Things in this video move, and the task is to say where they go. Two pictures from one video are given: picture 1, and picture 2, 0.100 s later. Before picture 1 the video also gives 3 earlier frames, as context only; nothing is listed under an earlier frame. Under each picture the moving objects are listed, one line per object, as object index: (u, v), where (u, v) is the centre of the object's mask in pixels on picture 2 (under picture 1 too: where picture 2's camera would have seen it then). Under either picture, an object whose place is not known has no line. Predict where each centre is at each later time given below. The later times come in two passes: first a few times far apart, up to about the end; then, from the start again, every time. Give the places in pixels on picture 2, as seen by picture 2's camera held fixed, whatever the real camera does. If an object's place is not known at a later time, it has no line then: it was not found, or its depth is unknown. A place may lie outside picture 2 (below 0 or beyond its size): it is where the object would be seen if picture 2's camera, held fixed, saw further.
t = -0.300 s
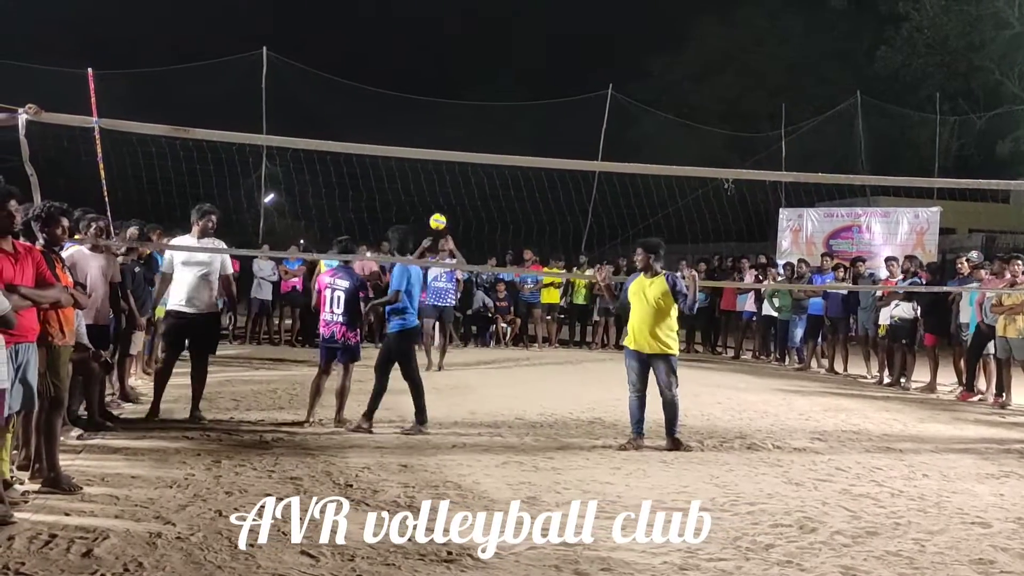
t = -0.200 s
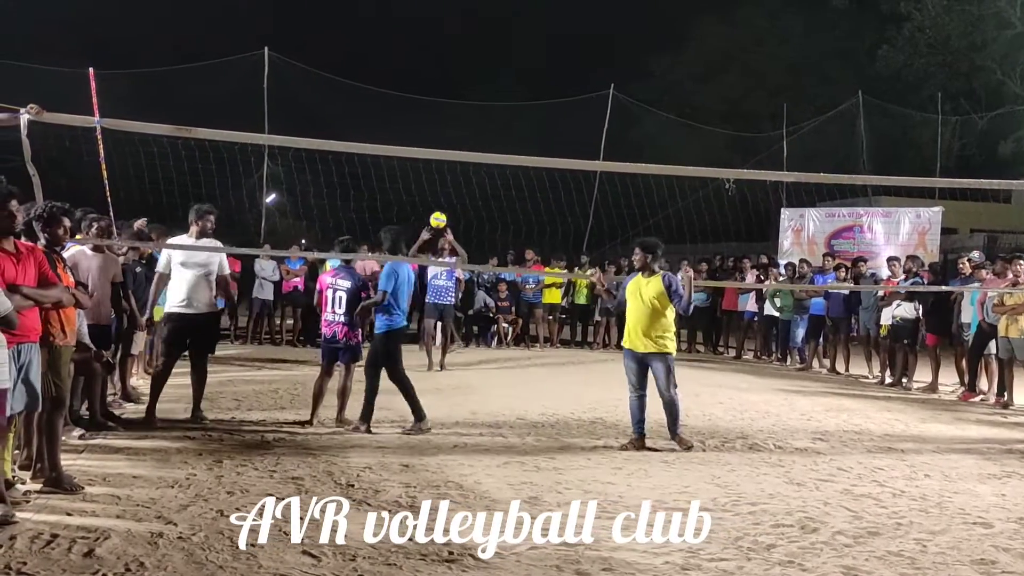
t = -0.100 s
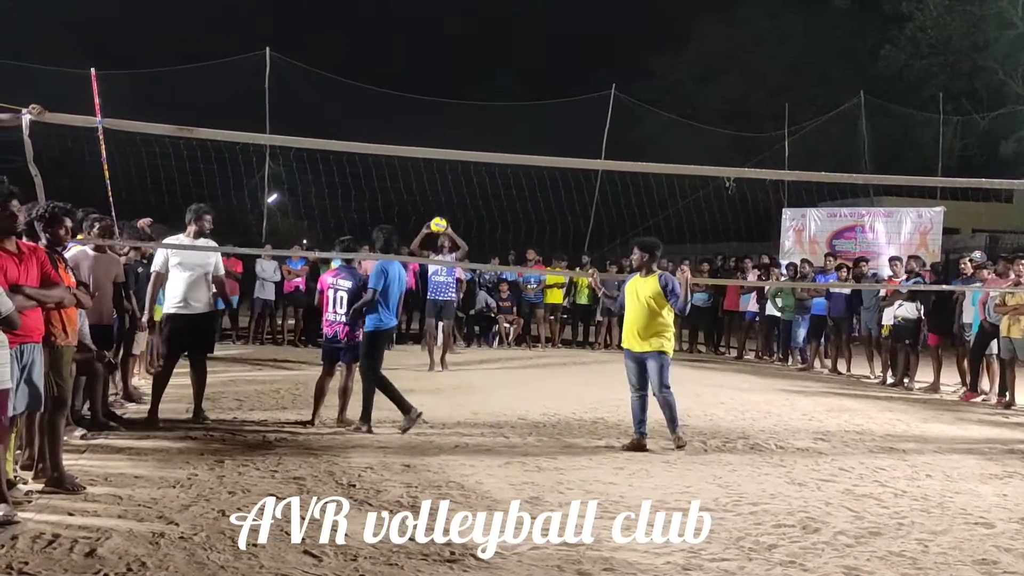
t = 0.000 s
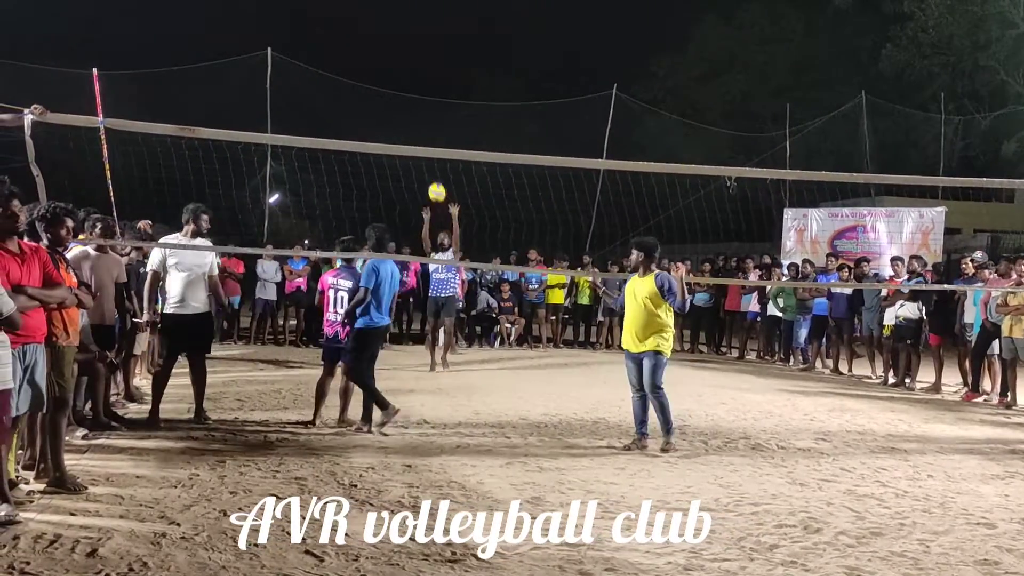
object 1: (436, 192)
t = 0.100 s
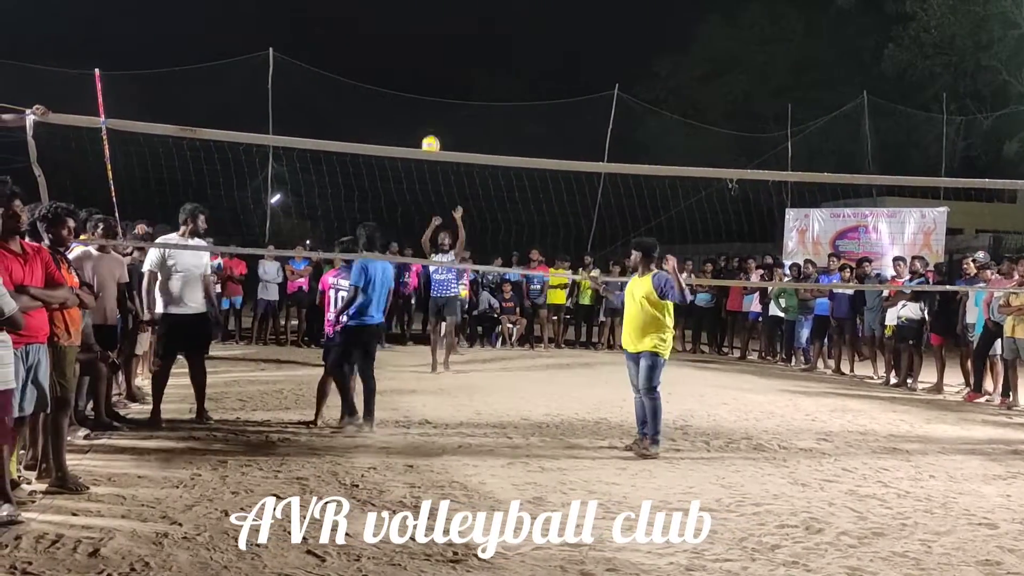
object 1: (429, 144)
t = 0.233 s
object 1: (417, 102)
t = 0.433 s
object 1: (398, 65)
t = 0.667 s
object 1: (375, 63)
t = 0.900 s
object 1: (342, 120)
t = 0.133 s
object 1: (426, 133)
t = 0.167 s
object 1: (423, 122)
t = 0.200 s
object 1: (421, 112)
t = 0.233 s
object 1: (417, 102)
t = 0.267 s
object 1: (415, 98)
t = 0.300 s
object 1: (411, 87)
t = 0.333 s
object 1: (407, 80)
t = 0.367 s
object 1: (406, 73)
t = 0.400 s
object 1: (402, 69)
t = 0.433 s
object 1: (398, 65)
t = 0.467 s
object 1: (396, 62)
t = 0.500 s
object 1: (394, 59)
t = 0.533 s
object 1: (389, 57)
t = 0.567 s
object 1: (387, 57)
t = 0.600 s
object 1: (383, 57)
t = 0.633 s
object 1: (380, 60)
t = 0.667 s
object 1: (375, 63)
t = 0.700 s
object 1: (371, 67)
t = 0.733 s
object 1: (367, 73)
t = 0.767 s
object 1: (363, 80)
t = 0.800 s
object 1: (358, 88)
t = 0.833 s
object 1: (353, 97)
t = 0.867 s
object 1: (349, 108)
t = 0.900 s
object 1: (342, 120)
